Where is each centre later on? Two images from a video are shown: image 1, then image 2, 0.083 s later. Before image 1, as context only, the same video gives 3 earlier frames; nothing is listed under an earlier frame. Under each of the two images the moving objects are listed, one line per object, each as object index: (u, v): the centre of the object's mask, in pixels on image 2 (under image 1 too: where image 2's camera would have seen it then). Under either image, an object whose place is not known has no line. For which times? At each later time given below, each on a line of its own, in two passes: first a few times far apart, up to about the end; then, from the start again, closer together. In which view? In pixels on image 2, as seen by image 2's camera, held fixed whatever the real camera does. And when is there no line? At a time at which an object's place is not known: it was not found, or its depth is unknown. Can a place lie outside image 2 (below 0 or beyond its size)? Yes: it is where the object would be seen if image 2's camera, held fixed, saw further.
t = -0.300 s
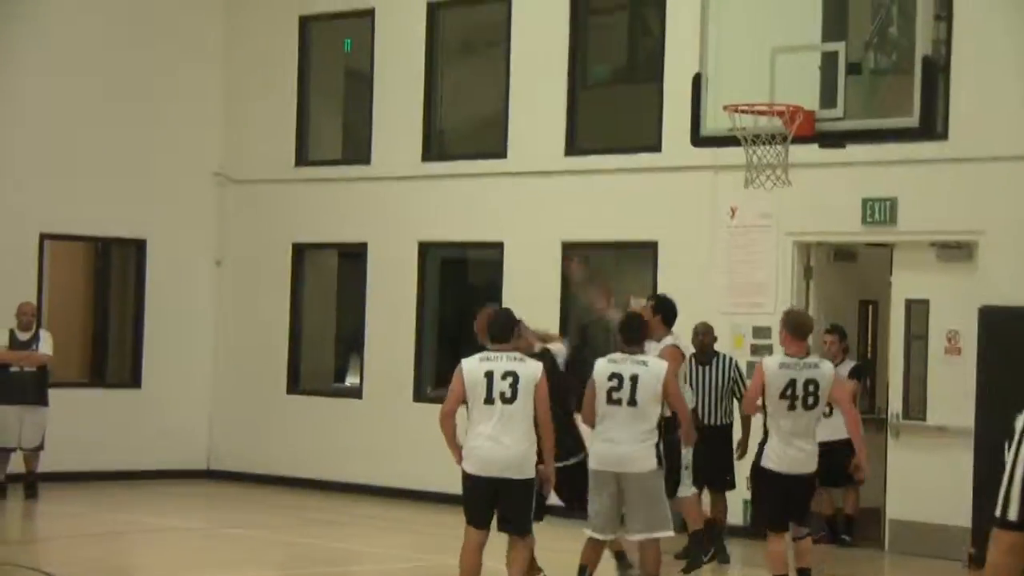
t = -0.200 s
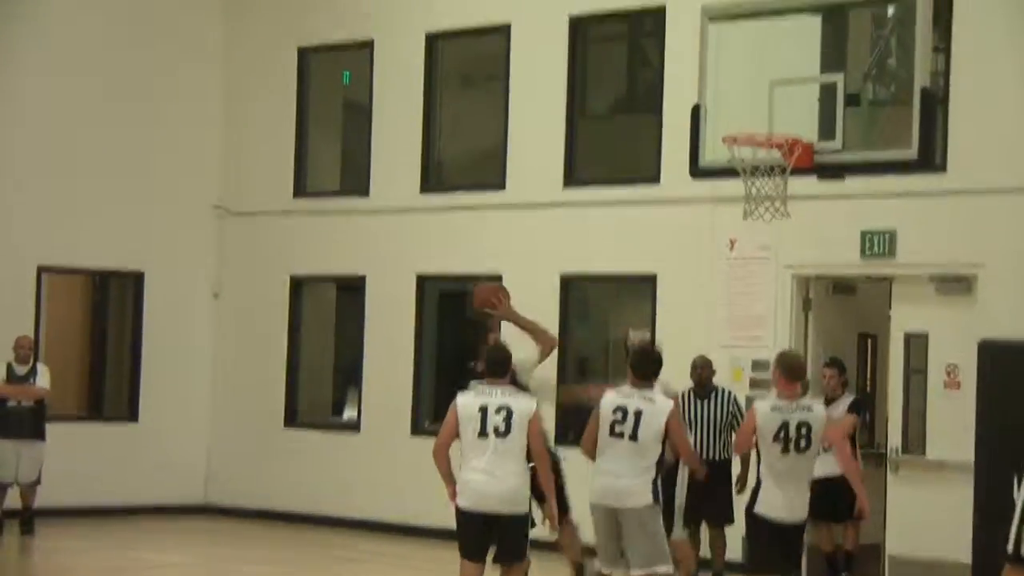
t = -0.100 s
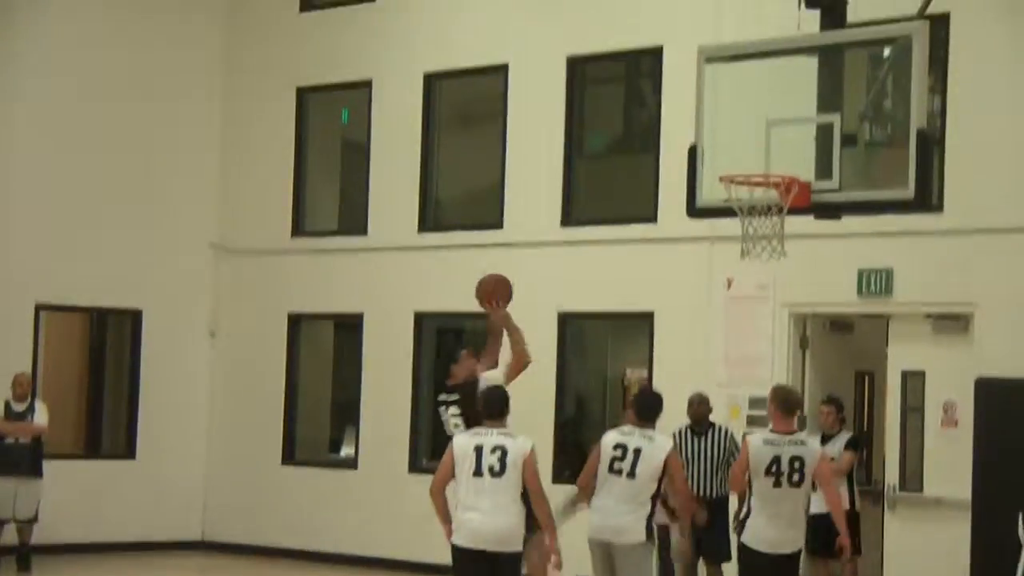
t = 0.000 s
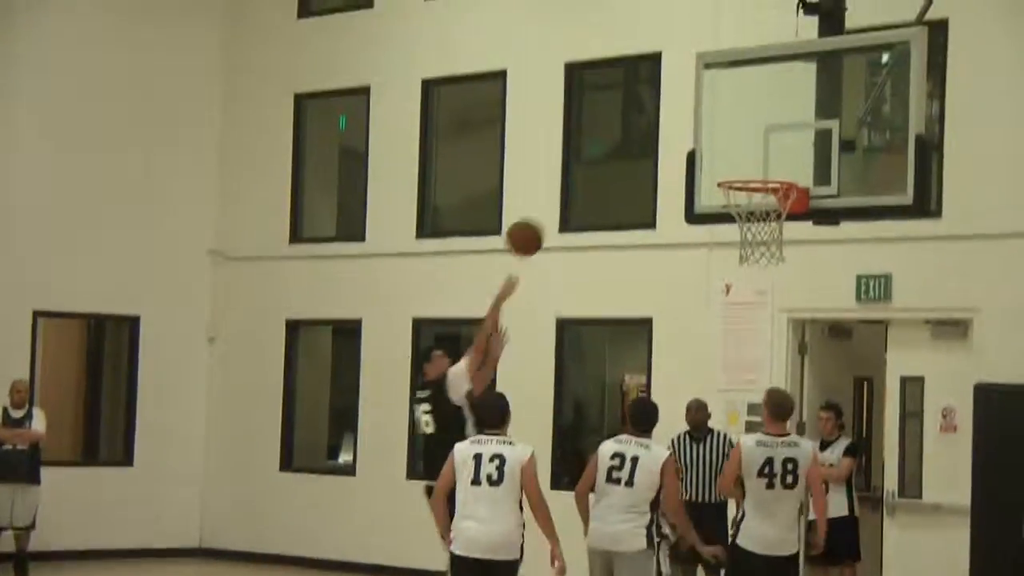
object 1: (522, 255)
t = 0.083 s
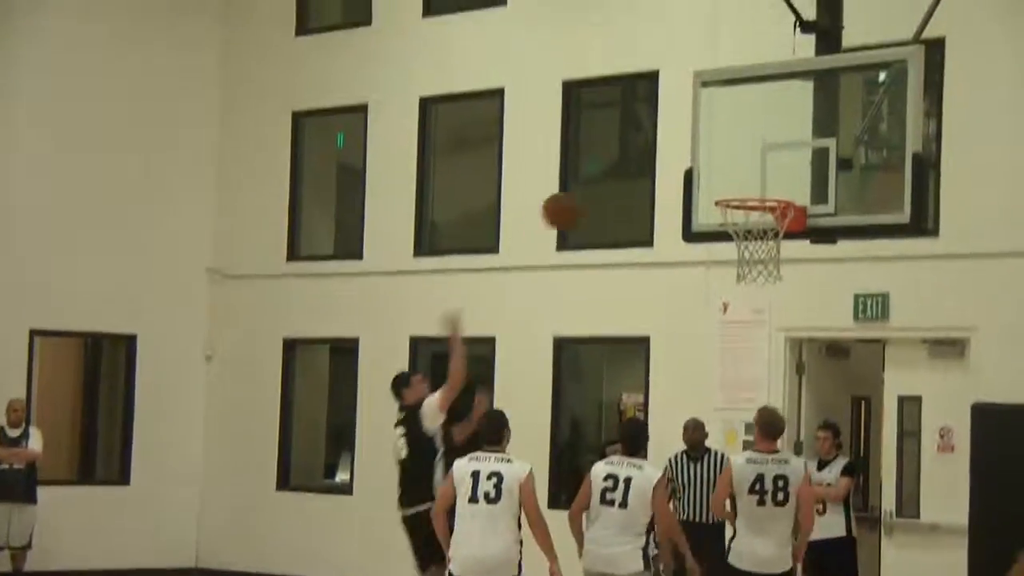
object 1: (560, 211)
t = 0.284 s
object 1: (655, 147)
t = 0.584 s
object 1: (783, 159)
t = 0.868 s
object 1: (720, 177)
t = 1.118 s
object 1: (641, 235)
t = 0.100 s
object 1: (568, 203)
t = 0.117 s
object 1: (574, 196)
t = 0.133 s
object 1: (581, 190)
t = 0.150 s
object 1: (588, 185)
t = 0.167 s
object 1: (601, 177)
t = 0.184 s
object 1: (607, 170)
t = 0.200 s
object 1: (613, 168)
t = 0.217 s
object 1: (619, 164)
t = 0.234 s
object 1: (625, 159)
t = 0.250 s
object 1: (636, 152)
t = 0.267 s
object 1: (647, 148)
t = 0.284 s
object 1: (655, 147)
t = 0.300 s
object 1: (660, 143)
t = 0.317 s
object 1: (666, 140)
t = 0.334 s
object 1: (678, 137)
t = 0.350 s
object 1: (686, 136)
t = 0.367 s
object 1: (693, 135)
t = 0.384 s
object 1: (701, 134)
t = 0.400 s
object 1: (708, 134)
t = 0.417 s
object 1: (717, 134)
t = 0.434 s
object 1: (724, 135)
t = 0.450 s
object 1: (732, 136)
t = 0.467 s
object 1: (739, 137)
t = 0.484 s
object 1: (747, 139)
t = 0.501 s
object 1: (755, 141)
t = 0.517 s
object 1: (762, 144)
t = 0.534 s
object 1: (771, 147)
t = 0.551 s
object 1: (778, 151)
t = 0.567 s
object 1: (783, 155)
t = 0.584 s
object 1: (783, 159)
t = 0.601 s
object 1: (783, 163)
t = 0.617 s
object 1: (783, 168)
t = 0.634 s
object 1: (783, 173)
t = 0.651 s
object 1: (783, 178)
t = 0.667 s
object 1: (783, 183)
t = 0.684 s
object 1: (780, 184)
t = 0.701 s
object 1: (775, 182)
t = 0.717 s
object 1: (769, 181)
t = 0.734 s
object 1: (763, 179)
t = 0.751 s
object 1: (757, 179)
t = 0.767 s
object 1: (751, 178)
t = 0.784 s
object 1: (746, 179)
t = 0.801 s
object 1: (740, 178)
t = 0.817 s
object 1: (735, 177)
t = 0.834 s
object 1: (730, 177)
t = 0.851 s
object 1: (725, 176)
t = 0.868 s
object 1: (720, 177)
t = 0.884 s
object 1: (715, 177)
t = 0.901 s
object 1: (710, 178)
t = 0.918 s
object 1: (706, 180)
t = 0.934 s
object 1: (700, 182)
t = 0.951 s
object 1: (695, 184)
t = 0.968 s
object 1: (689, 187)
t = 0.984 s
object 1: (684, 190)
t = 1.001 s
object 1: (679, 194)
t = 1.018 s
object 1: (673, 199)
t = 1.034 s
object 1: (671, 203)
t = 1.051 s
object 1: (666, 209)
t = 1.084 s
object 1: (655, 221)
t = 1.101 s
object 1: (648, 228)
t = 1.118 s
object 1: (641, 235)
